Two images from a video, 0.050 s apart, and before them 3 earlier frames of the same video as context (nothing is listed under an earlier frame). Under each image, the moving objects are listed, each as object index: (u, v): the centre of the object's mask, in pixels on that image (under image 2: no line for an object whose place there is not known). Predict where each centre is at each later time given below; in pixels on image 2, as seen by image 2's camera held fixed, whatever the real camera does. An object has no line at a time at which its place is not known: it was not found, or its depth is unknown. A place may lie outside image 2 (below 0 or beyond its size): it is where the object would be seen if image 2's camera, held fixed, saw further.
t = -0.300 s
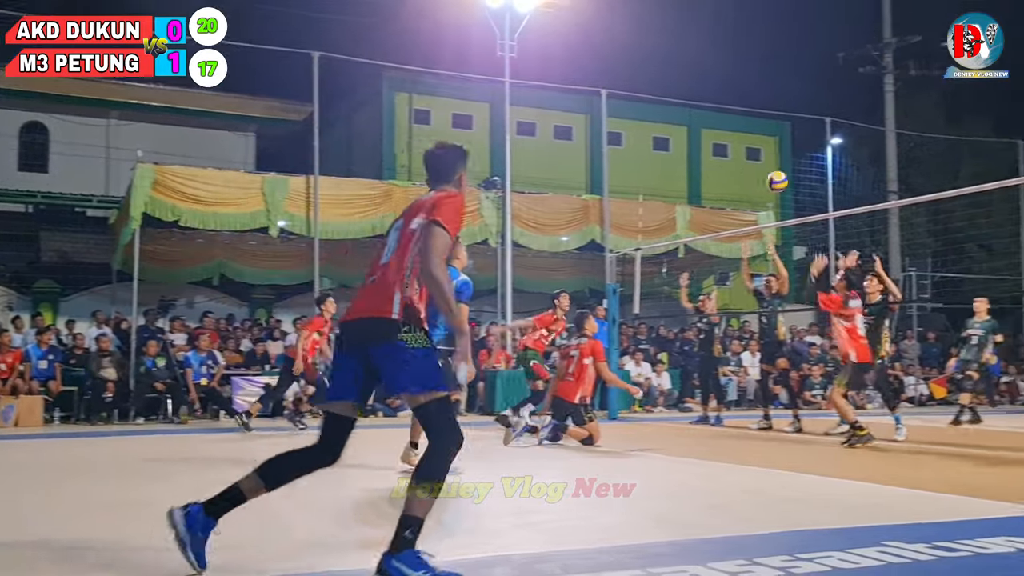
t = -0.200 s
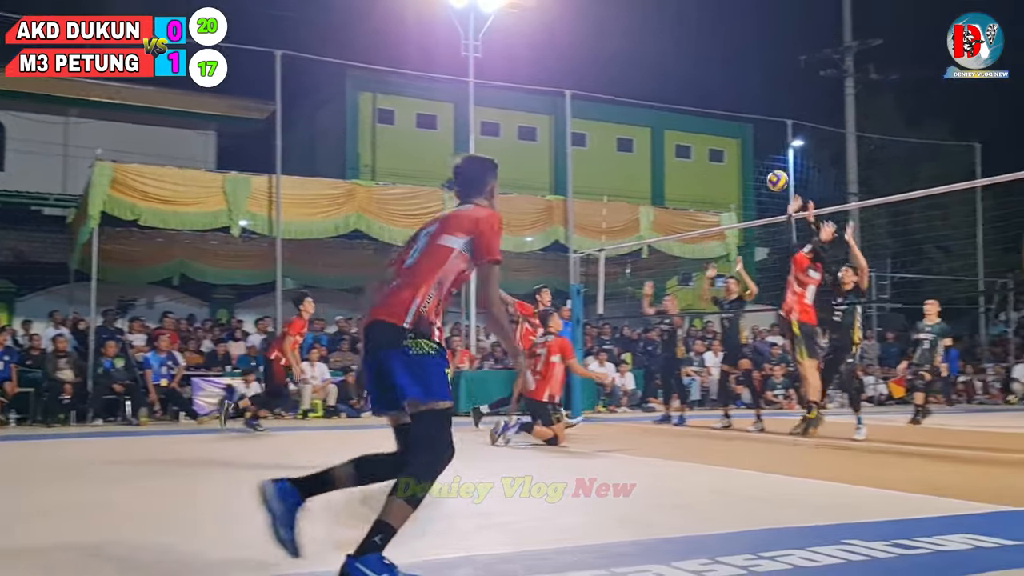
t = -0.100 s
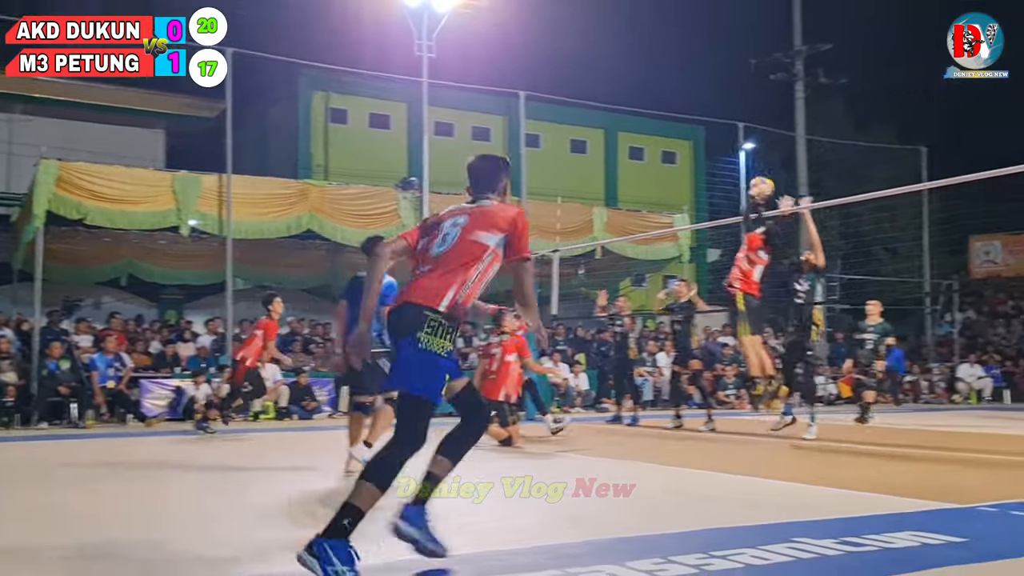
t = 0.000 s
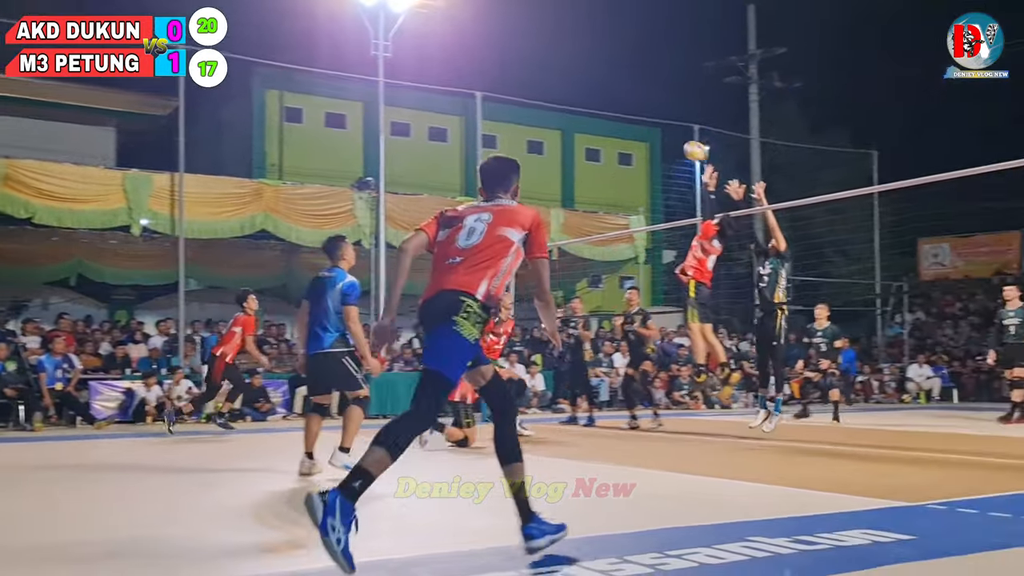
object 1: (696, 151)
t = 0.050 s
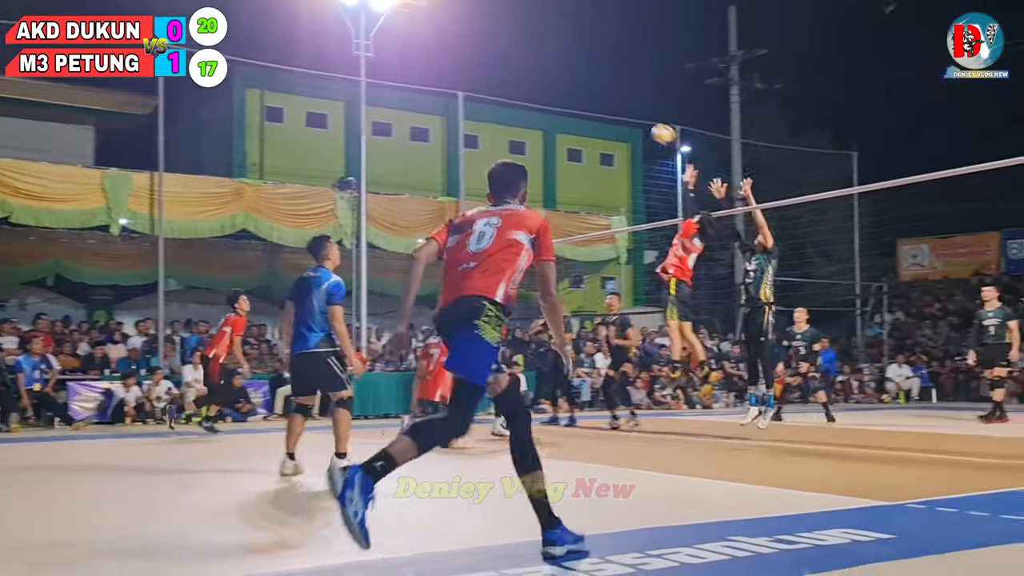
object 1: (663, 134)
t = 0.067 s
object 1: (659, 129)
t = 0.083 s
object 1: (654, 124)
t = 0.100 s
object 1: (650, 119)
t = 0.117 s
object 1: (645, 114)
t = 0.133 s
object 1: (640, 110)
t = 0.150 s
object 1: (635, 107)
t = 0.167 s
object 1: (632, 103)
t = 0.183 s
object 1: (627, 100)
